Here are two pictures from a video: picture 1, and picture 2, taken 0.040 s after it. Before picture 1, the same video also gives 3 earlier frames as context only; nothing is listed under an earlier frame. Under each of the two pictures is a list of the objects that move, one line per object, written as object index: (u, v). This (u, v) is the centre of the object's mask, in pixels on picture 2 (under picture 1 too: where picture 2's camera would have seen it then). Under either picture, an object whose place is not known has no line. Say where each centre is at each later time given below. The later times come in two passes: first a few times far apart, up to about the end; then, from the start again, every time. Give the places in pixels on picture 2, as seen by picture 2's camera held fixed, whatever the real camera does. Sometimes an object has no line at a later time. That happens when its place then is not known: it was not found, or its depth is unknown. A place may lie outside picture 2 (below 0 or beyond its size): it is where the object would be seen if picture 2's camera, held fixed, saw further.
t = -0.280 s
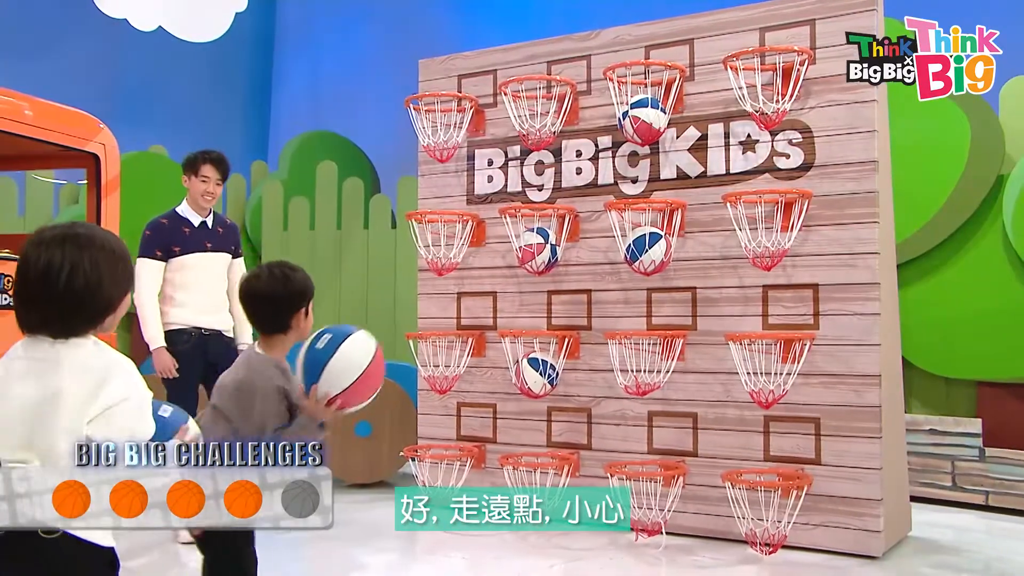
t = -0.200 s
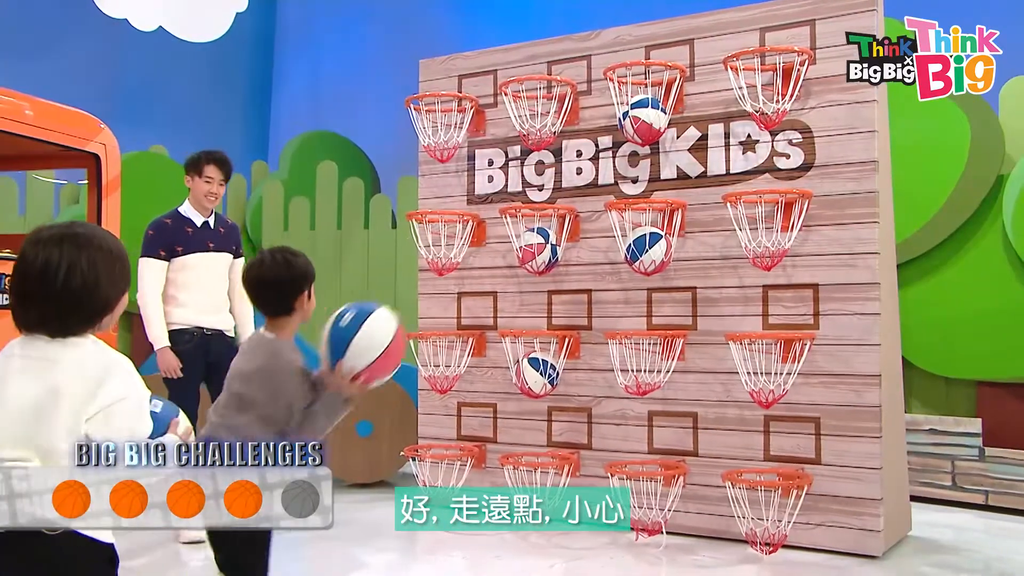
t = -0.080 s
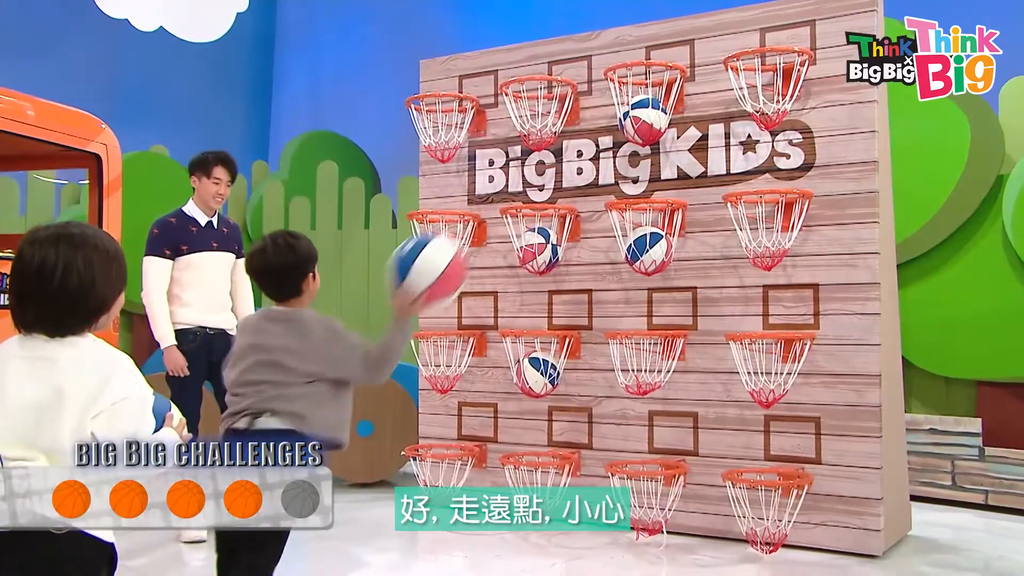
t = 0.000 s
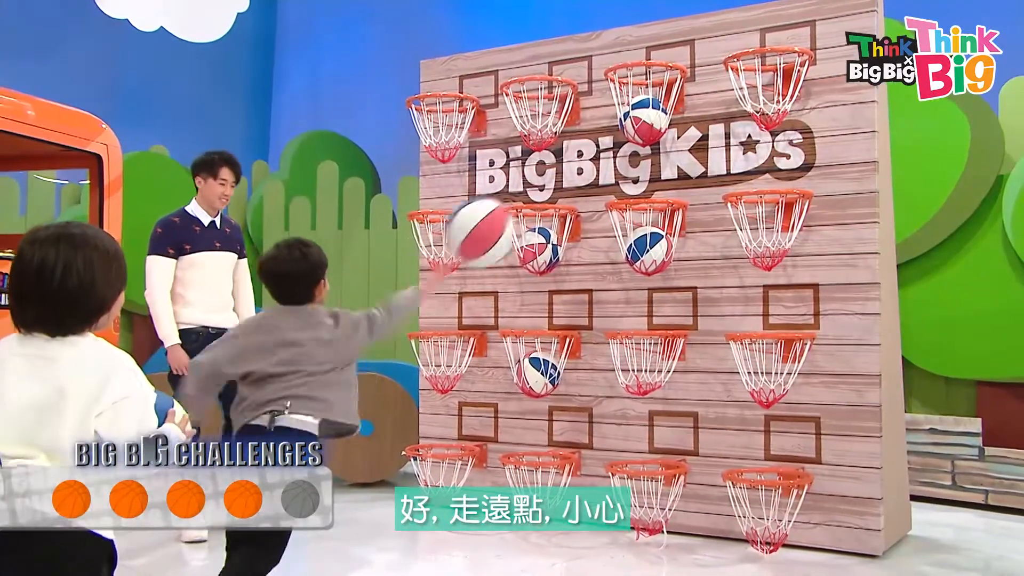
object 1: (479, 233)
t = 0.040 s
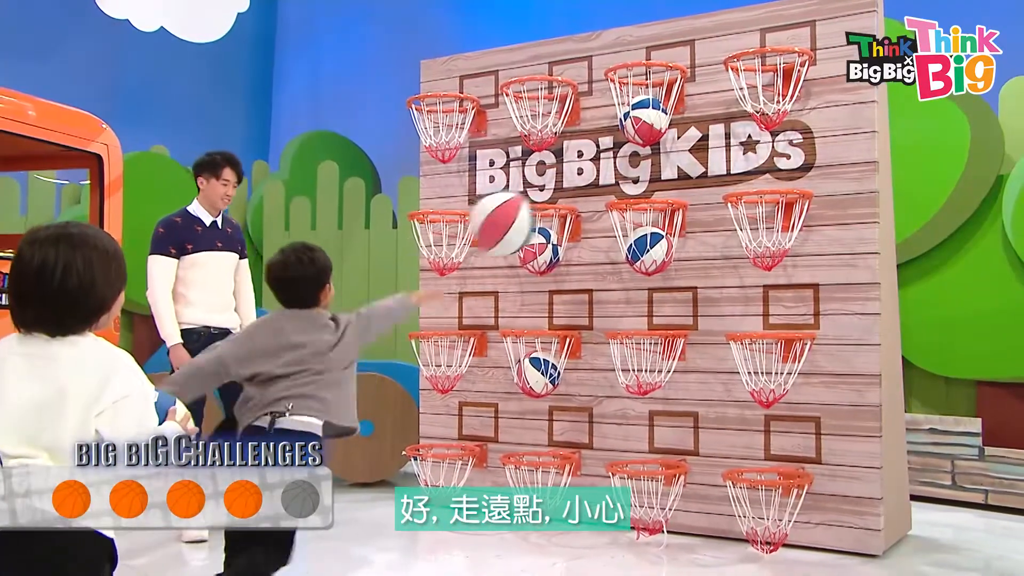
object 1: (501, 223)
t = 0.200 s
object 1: (569, 232)
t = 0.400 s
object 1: (618, 308)
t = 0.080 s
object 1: (522, 219)
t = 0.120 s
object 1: (539, 219)
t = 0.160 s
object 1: (554, 224)
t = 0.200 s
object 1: (569, 232)
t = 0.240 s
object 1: (583, 243)
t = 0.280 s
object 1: (595, 257)
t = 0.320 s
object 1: (606, 273)
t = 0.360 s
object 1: (613, 290)
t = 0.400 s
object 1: (618, 308)
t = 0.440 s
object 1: (597, 322)
